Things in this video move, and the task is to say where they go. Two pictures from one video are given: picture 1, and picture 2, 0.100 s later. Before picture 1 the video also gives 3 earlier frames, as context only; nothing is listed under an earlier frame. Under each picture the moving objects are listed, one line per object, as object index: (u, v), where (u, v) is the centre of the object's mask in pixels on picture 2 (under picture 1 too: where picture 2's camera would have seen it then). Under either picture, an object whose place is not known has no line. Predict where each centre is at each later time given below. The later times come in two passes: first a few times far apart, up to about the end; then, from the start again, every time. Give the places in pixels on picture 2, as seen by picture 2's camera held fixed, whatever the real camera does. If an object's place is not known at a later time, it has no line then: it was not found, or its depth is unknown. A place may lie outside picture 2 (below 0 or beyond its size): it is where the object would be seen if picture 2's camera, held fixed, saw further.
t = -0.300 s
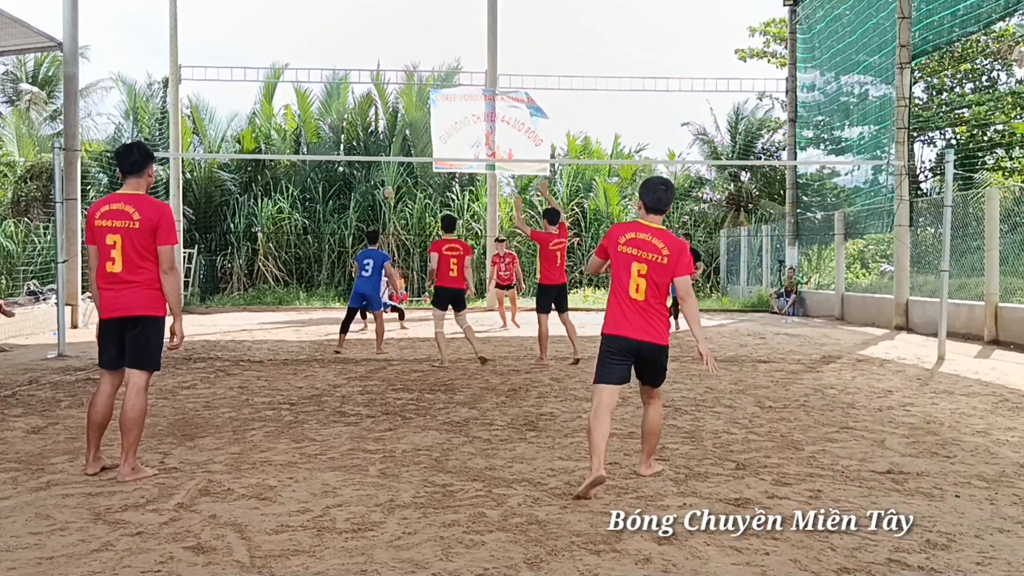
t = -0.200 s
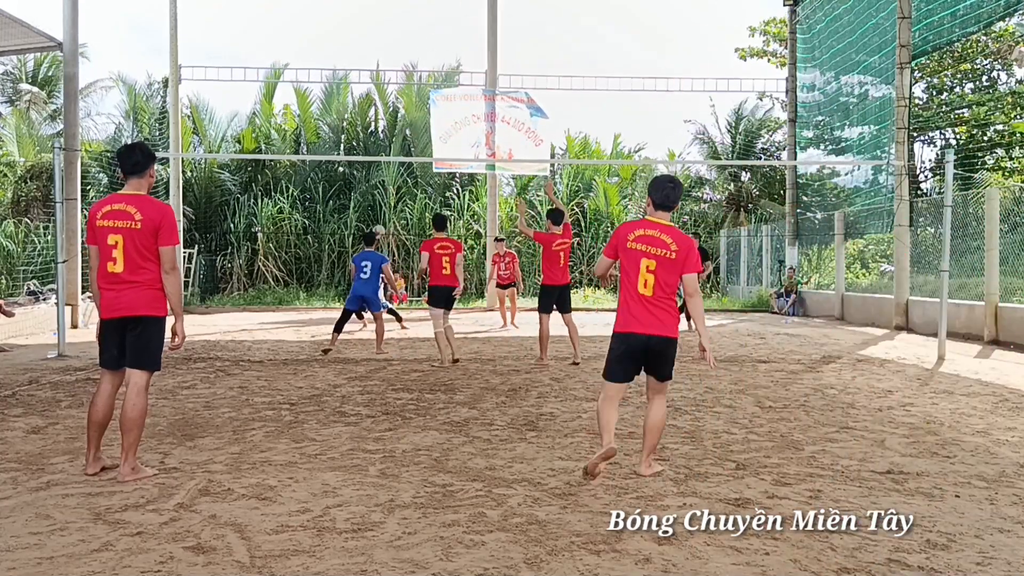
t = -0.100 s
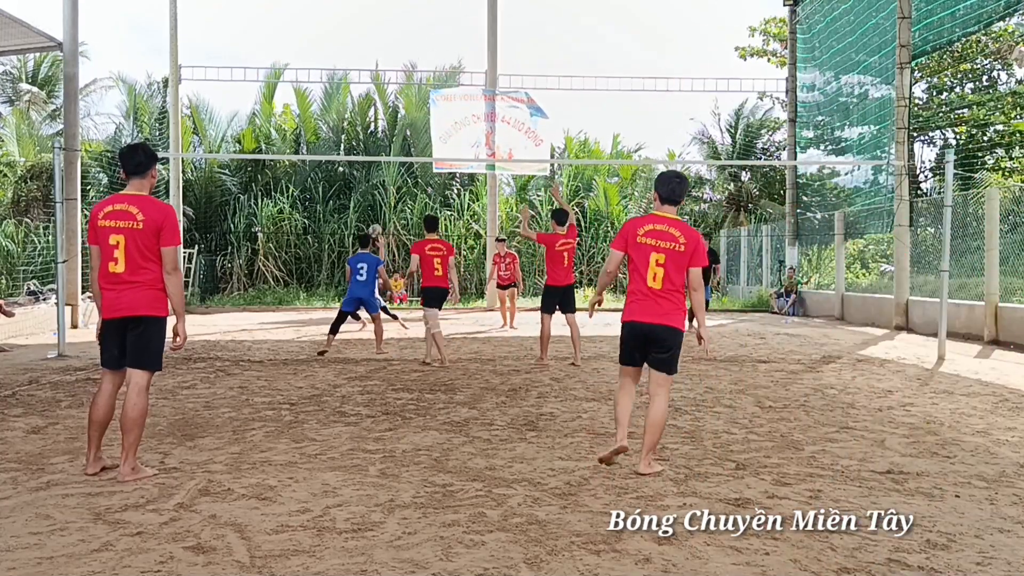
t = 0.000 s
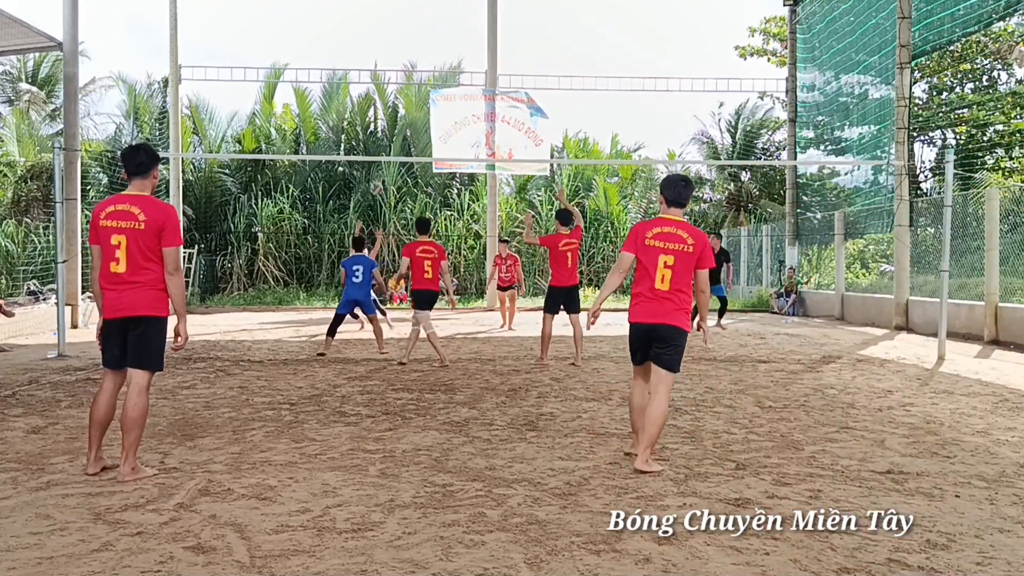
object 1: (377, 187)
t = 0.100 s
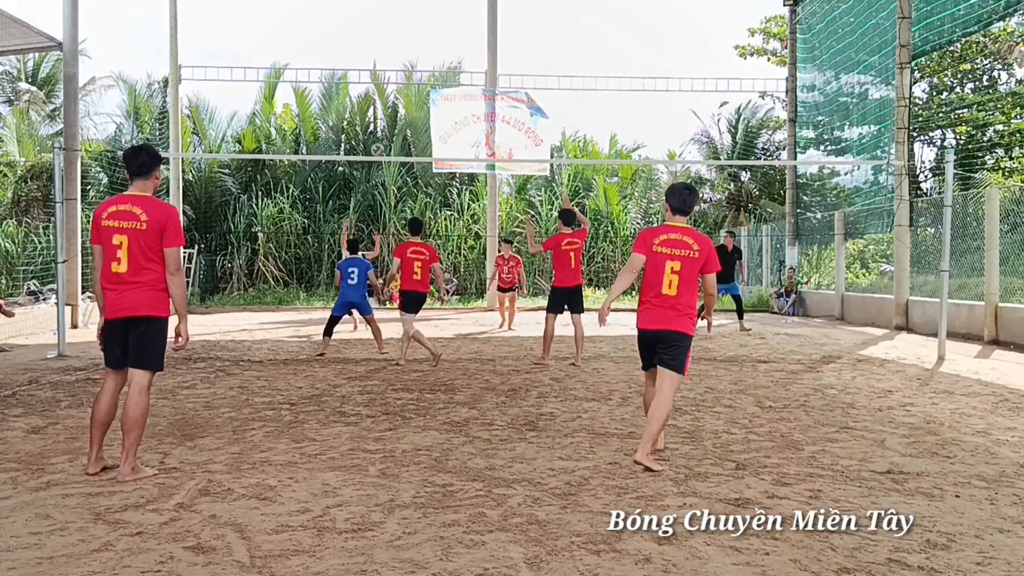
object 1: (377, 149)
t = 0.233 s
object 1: (379, 106)
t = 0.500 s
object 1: (379, 49)
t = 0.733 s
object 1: (380, 35)
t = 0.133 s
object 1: (377, 139)
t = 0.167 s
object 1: (379, 126)
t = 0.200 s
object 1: (379, 117)
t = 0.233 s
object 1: (379, 106)
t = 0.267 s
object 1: (379, 97)
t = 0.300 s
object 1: (379, 88)
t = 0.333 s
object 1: (380, 80)
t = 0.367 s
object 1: (380, 72)
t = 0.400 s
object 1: (378, 67)
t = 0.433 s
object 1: (379, 59)
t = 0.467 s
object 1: (379, 54)
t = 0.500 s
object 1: (379, 49)
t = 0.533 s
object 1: (379, 44)
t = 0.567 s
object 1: (379, 41)
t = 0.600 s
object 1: (380, 38)
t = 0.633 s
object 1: (379, 36)
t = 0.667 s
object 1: (380, 35)
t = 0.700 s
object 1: (380, 35)
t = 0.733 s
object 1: (380, 35)
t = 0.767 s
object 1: (380, 36)
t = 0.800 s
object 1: (381, 37)
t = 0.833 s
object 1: (381, 40)
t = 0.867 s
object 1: (382, 45)
